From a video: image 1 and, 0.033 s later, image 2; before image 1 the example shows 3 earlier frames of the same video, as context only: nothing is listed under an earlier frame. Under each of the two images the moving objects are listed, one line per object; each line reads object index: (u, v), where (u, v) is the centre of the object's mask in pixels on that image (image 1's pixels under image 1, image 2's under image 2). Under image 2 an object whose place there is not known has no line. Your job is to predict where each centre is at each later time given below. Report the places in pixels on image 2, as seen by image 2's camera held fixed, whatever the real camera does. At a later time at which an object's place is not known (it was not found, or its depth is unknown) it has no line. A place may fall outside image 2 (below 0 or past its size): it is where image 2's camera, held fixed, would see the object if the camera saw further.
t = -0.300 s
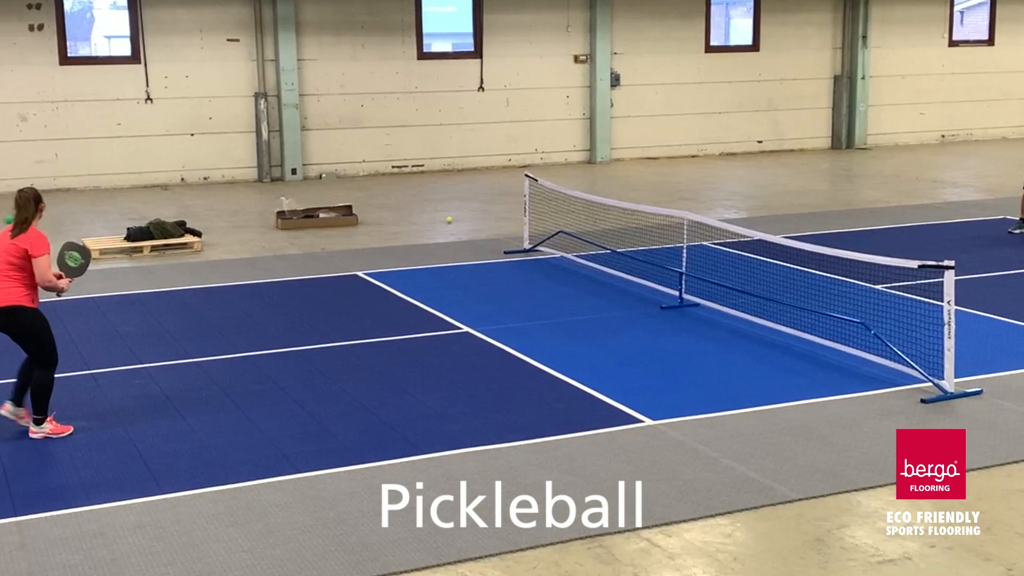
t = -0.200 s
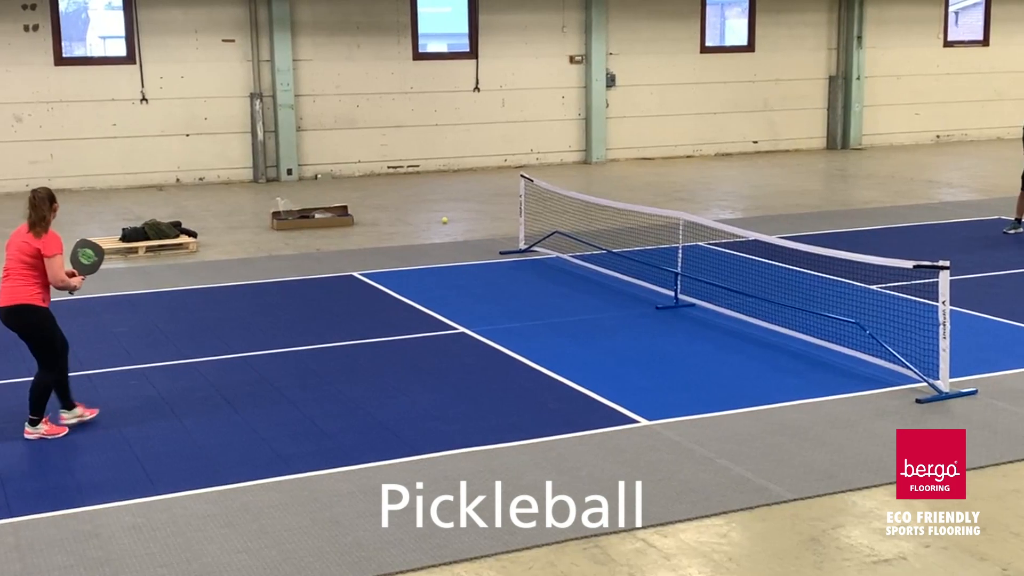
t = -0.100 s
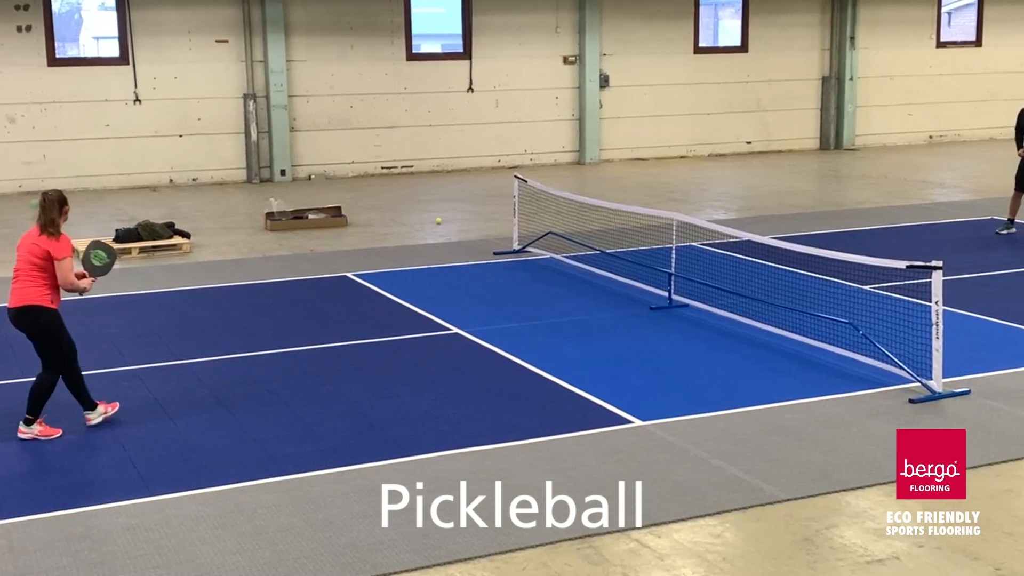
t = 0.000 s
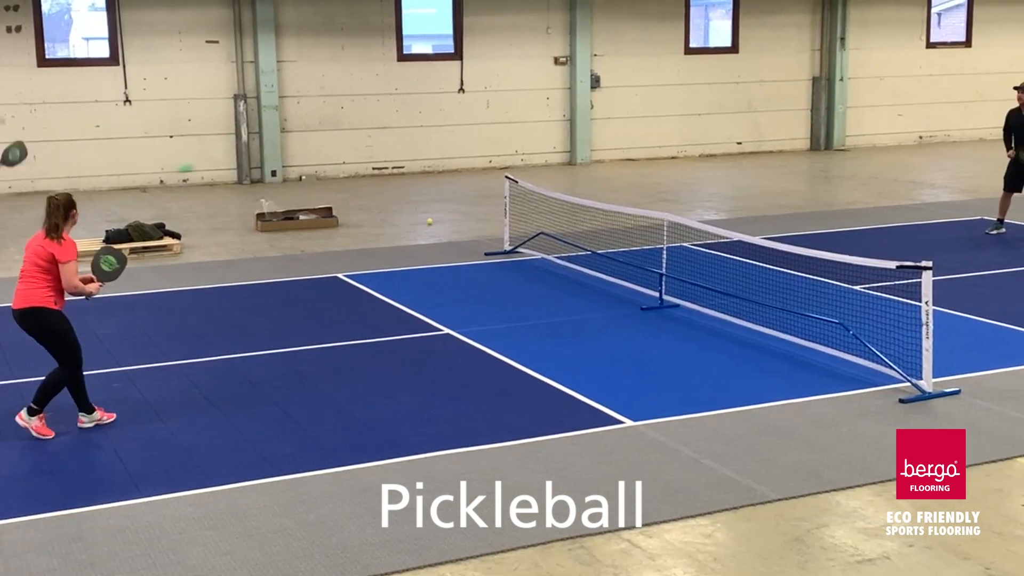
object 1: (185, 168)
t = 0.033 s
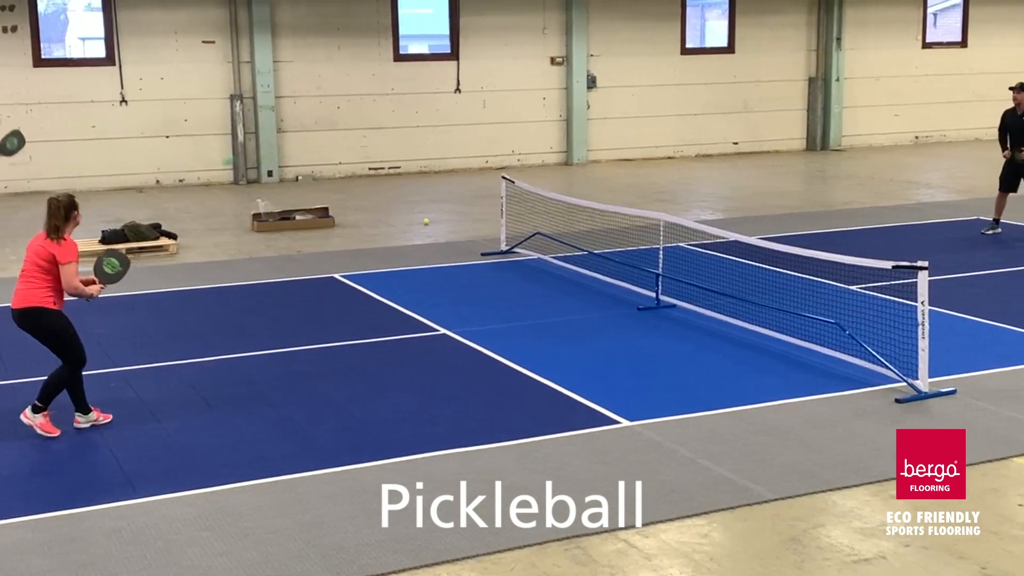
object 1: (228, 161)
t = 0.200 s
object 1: (444, 142)
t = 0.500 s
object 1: (752, 180)
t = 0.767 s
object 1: (967, 273)
